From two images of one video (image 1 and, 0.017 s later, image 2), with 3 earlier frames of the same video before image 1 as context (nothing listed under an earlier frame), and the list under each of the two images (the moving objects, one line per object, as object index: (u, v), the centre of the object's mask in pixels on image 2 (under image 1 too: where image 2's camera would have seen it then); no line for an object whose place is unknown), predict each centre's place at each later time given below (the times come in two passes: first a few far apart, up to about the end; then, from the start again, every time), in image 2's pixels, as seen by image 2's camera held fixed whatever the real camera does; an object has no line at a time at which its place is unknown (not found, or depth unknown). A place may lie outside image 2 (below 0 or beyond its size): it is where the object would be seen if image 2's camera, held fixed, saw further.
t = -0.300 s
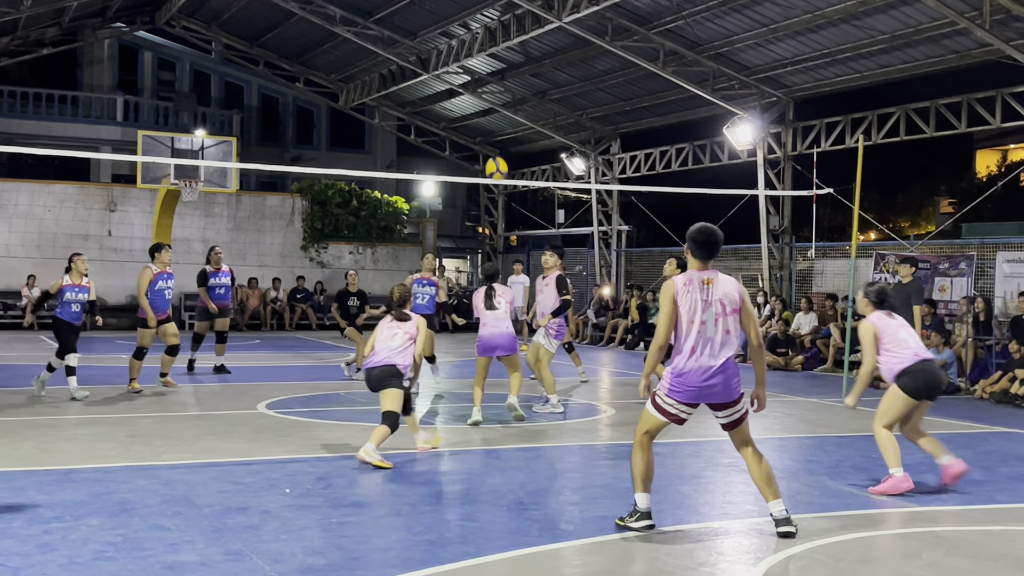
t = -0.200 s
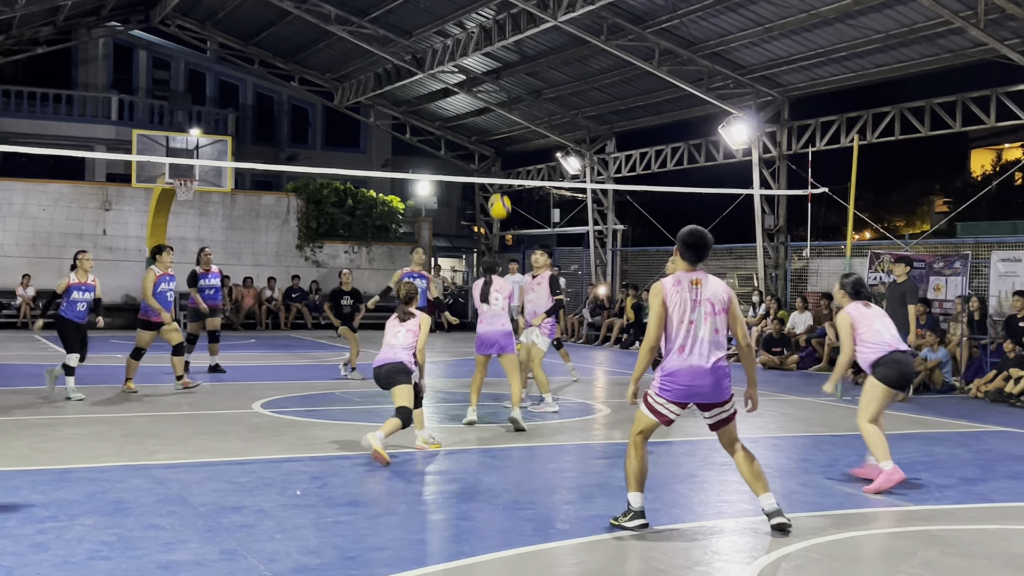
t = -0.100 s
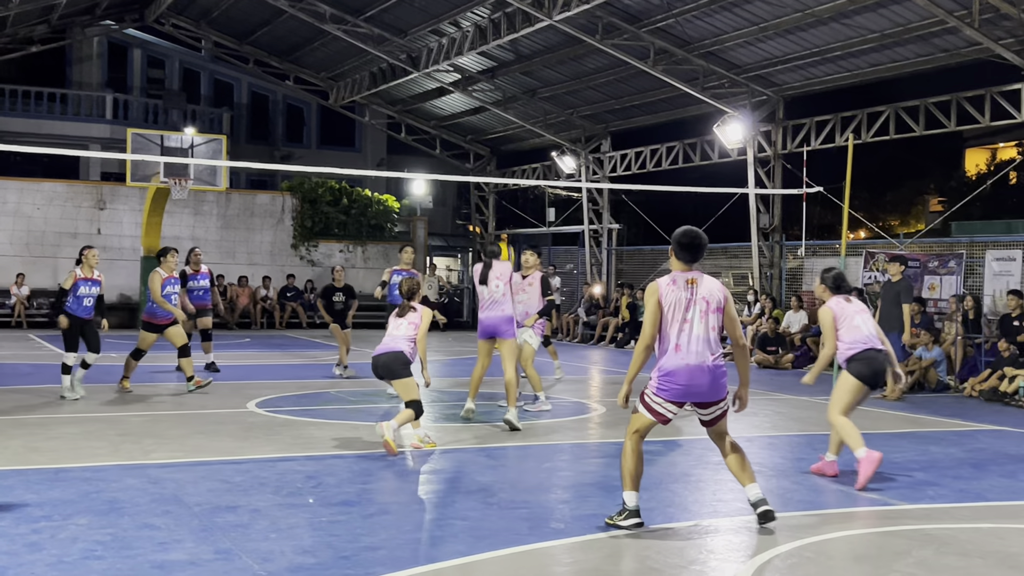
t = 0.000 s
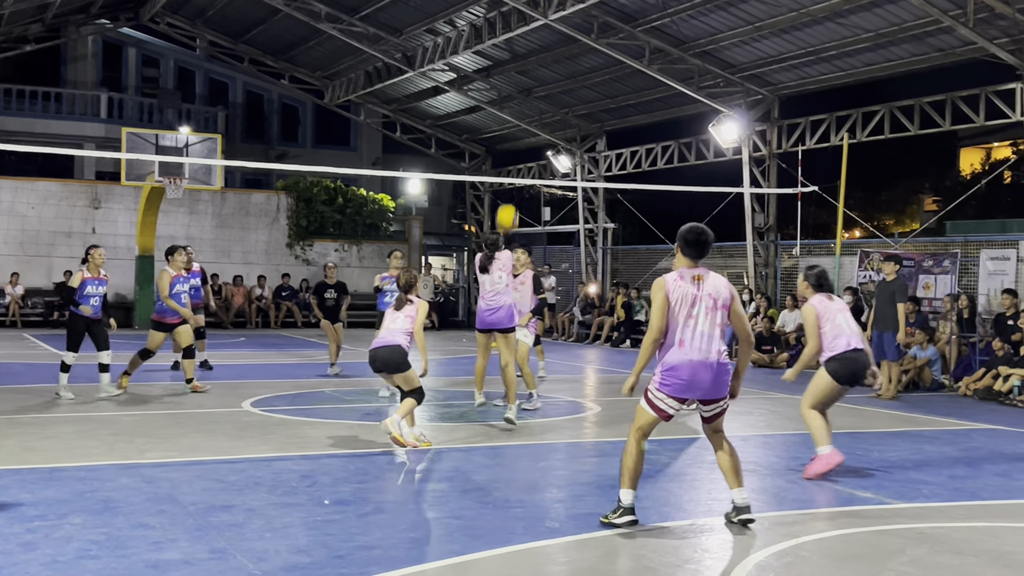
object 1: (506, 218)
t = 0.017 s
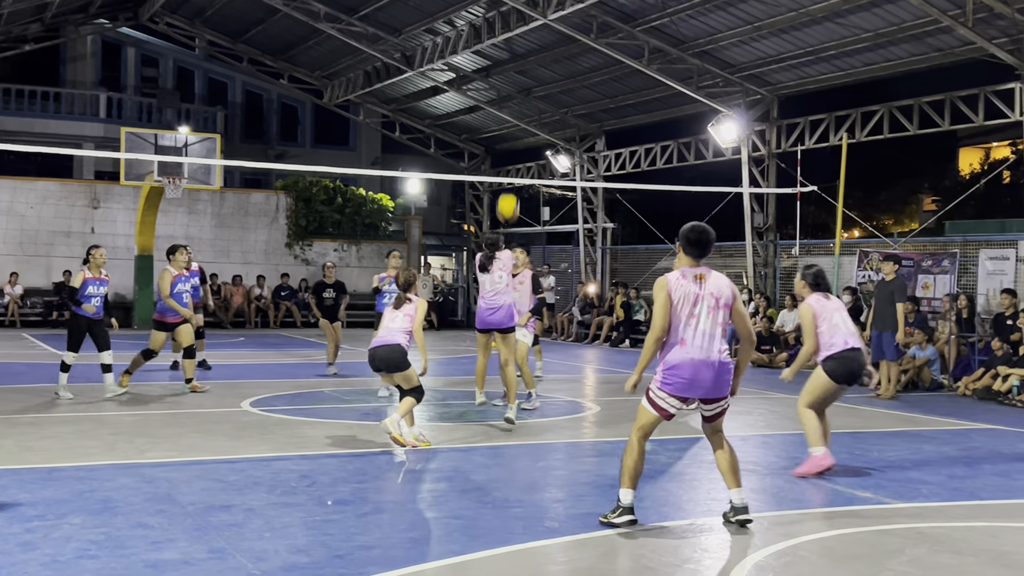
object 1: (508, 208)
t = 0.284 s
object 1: (531, 77)
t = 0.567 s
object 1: (554, 27)
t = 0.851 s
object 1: (574, 63)
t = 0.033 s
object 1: (509, 197)
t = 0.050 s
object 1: (511, 188)
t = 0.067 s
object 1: (512, 177)
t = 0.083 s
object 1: (514, 166)
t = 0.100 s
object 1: (516, 157)
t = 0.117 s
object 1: (517, 149)
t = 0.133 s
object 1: (519, 140)
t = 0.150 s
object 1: (520, 132)
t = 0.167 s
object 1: (522, 124)
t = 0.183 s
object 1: (523, 116)
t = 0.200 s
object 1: (524, 109)
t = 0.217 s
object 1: (526, 102)
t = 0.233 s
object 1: (527, 95)
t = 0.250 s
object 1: (528, 89)
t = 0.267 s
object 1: (530, 83)
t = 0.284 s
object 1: (531, 77)
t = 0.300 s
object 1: (533, 72)
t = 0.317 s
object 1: (534, 67)
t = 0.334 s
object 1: (535, 62)
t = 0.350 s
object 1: (537, 57)
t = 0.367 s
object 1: (538, 53)
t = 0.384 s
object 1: (539, 49)
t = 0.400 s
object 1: (541, 46)
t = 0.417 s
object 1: (542, 43)
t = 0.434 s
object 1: (543, 40)
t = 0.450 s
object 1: (545, 37)
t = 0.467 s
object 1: (546, 35)
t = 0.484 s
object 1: (547, 33)
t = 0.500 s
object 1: (549, 31)
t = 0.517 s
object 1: (550, 30)
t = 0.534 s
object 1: (551, 29)
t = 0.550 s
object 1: (552, 28)
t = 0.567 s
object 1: (554, 27)
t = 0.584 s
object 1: (555, 27)
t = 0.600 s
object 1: (556, 27)
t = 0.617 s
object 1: (558, 27)
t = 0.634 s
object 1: (559, 28)
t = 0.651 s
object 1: (560, 29)
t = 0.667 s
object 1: (561, 30)
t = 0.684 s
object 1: (563, 32)
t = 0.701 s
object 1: (564, 33)
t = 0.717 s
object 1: (565, 36)
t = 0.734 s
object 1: (566, 38)
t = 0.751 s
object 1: (567, 41)
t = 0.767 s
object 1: (568, 44)
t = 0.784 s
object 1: (569, 47)
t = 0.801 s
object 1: (570, 50)
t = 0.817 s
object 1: (572, 54)
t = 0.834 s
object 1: (573, 58)
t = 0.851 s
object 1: (574, 63)
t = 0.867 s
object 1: (575, 68)
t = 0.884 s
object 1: (576, 73)
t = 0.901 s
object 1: (577, 78)
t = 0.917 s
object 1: (578, 84)
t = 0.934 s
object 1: (579, 89)
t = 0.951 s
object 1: (580, 95)
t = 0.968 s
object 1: (582, 101)
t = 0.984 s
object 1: (583, 108)
